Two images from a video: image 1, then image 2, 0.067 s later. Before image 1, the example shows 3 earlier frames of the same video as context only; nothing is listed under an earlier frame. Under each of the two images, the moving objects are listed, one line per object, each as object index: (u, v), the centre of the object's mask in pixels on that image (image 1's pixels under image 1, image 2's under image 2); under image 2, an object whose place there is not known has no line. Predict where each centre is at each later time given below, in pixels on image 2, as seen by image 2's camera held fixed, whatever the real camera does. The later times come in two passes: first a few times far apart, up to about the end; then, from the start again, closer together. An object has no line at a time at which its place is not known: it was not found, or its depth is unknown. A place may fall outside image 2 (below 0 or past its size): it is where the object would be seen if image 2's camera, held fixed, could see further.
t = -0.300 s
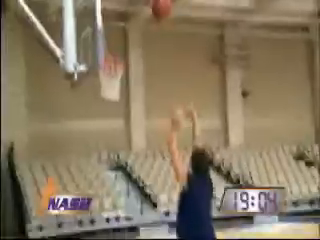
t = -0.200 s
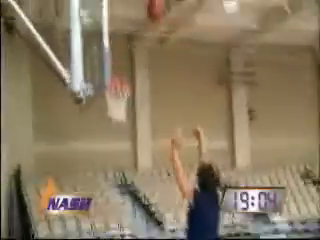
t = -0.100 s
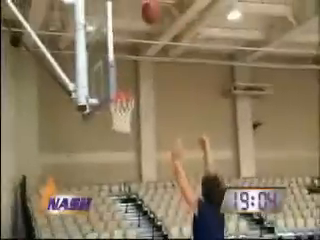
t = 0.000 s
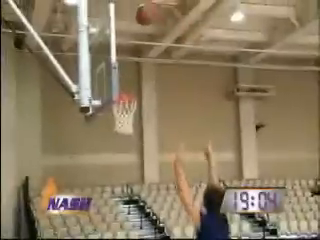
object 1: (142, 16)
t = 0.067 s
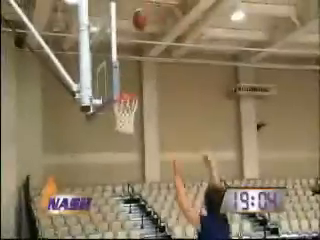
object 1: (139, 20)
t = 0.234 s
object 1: (132, 47)
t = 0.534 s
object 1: (121, 120)
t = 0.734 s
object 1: (127, 138)
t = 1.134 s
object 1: (149, 268)
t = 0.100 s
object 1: (137, 24)
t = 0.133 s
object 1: (135, 26)
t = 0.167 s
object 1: (134, 37)
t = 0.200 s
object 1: (133, 40)
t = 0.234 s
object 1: (132, 47)
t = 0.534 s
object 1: (121, 120)
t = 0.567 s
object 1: (121, 121)
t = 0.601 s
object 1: (122, 123)
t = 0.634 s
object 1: (123, 124)
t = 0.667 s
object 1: (125, 129)
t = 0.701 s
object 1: (126, 132)
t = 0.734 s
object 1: (127, 138)
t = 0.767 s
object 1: (129, 147)
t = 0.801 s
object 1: (129, 151)
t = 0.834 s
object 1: (132, 163)
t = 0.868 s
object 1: (133, 167)
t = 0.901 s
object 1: (135, 179)
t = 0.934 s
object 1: (139, 188)
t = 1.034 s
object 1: (142, 220)
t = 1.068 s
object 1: (145, 240)
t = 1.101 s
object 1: (149, 261)
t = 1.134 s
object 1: (149, 268)
